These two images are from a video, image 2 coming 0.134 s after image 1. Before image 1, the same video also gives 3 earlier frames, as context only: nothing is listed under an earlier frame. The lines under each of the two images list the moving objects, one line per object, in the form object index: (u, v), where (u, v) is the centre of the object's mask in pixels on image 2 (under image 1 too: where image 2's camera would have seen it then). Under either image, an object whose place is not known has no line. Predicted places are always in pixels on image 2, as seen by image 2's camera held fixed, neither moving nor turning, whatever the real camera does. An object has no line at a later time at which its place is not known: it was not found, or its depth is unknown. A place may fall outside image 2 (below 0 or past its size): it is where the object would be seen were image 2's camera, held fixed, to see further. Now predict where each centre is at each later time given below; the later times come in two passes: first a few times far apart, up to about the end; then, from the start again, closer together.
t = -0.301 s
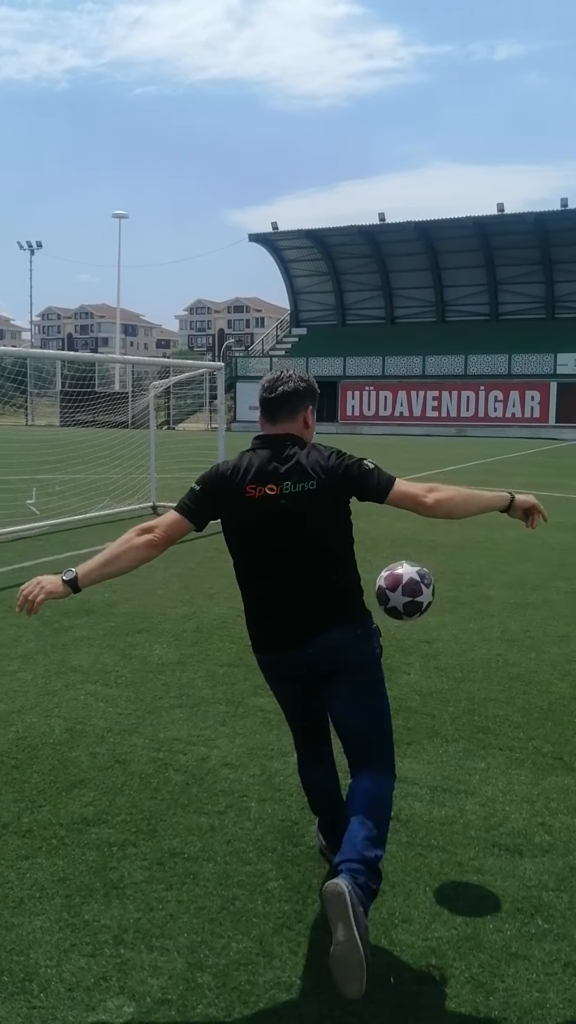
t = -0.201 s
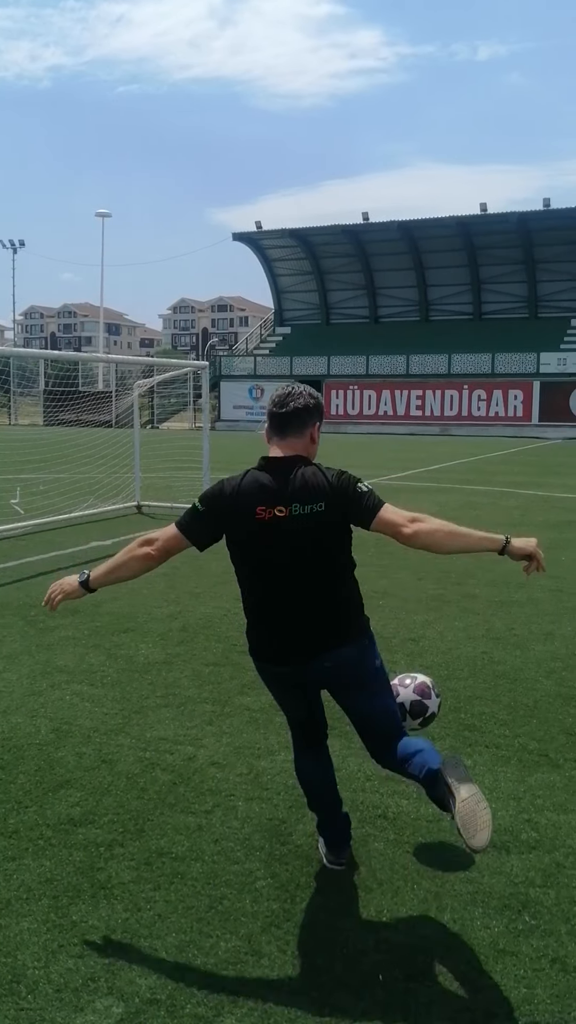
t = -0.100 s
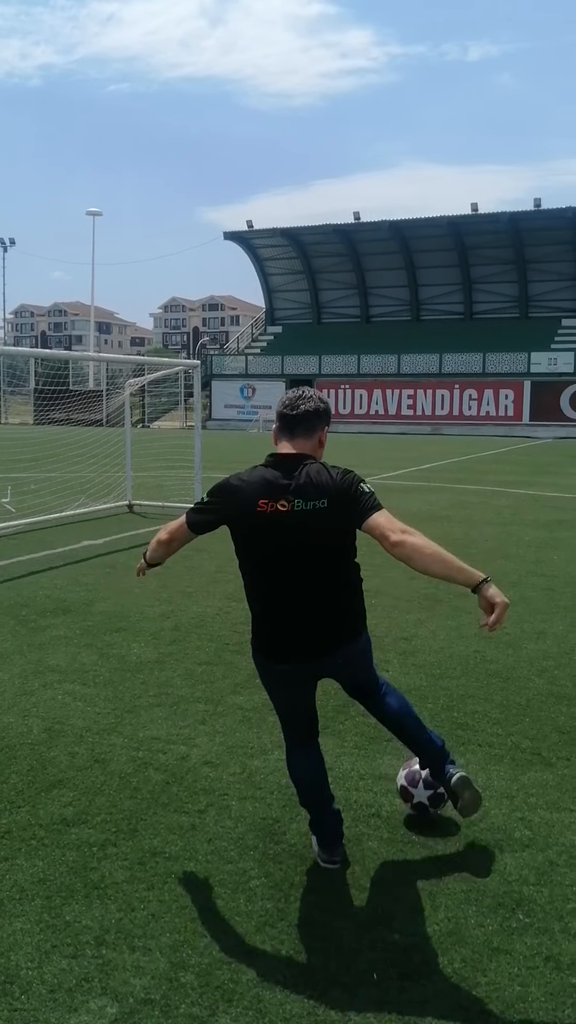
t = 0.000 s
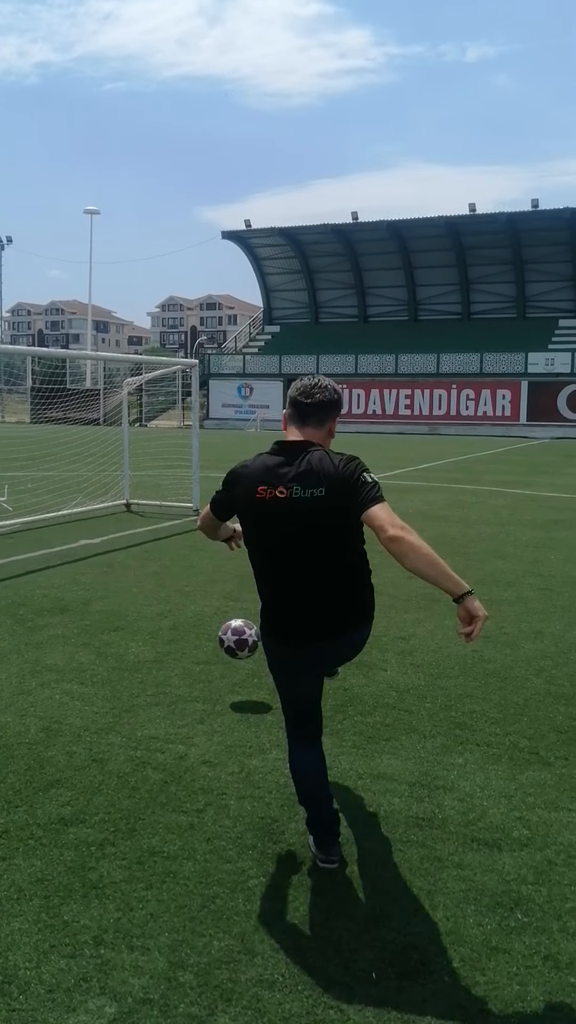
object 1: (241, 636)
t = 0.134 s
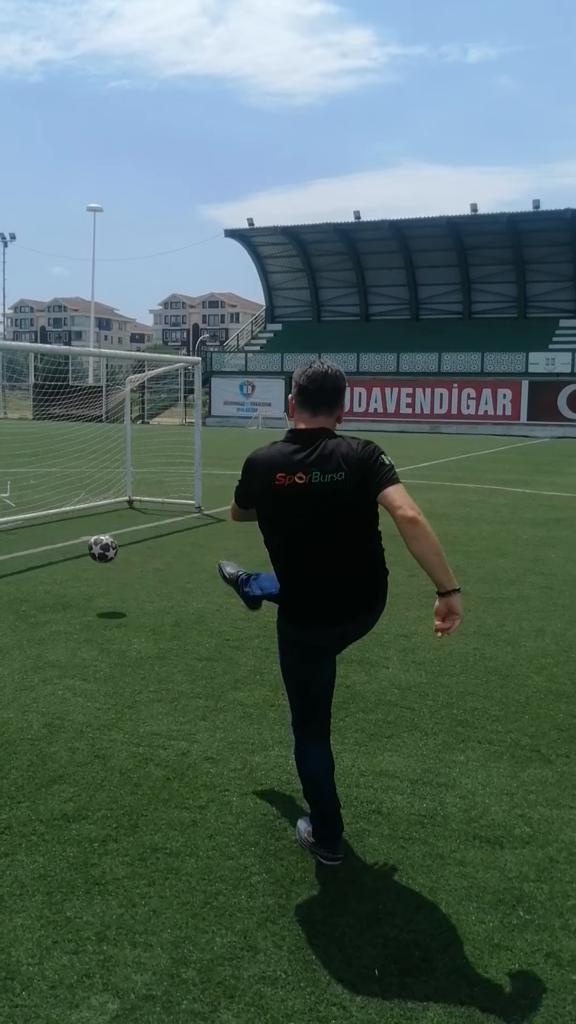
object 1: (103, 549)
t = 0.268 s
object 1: (25, 515)
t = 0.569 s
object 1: (6, 506)
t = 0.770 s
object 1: (47, 486)
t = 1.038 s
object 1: (81, 512)
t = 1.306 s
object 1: (111, 500)
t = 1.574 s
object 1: (139, 513)
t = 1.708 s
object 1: (154, 508)
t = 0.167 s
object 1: (79, 537)
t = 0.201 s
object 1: (59, 527)
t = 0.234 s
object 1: (41, 521)
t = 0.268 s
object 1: (25, 515)
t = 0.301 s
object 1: (11, 511)
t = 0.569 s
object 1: (6, 506)
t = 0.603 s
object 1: (21, 508)
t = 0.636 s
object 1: (26, 502)
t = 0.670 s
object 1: (31, 495)
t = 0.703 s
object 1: (36, 490)
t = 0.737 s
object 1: (41, 488)
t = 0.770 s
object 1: (47, 486)
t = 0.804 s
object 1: (51, 486)
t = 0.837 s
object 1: (57, 487)
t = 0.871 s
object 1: (61, 489)
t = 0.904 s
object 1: (65, 492)
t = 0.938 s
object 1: (69, 496)
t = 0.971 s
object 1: (73, 500)
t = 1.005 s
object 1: (77, 506)
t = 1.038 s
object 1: (81, 512)
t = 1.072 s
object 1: (85, 519)
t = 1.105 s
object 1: (89, 515)
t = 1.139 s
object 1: (92, 510)
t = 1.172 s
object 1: (96, 506)
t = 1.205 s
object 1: (100, 504)
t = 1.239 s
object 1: (104, 502)
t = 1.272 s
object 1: (108, 500)
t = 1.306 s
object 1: (111, 500)
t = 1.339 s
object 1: (115, 501)
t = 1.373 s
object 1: (119, 503)
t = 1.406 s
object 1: (122, 505)
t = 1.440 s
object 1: (126, 508)
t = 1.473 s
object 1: (129, 512)
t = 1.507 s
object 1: (133, 517)
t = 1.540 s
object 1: (136, 517)
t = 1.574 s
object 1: (139, 513)
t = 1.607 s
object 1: (143, 511)
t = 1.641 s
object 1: (147, 509)
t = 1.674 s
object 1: (151, 509)
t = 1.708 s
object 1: (154, 508)
